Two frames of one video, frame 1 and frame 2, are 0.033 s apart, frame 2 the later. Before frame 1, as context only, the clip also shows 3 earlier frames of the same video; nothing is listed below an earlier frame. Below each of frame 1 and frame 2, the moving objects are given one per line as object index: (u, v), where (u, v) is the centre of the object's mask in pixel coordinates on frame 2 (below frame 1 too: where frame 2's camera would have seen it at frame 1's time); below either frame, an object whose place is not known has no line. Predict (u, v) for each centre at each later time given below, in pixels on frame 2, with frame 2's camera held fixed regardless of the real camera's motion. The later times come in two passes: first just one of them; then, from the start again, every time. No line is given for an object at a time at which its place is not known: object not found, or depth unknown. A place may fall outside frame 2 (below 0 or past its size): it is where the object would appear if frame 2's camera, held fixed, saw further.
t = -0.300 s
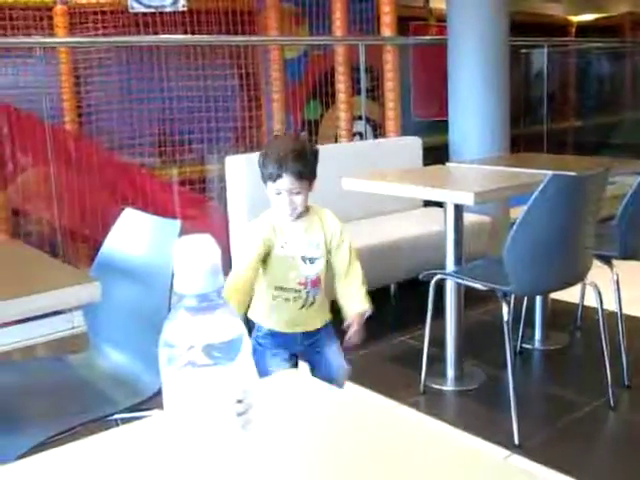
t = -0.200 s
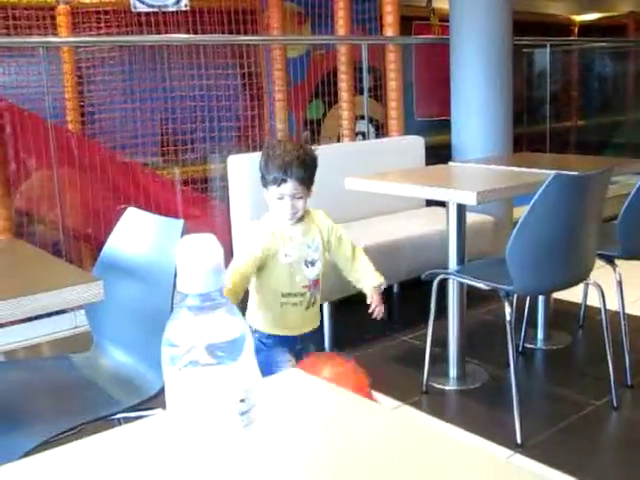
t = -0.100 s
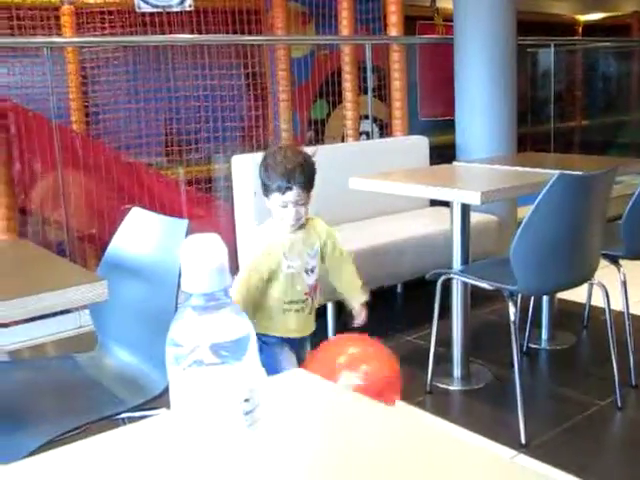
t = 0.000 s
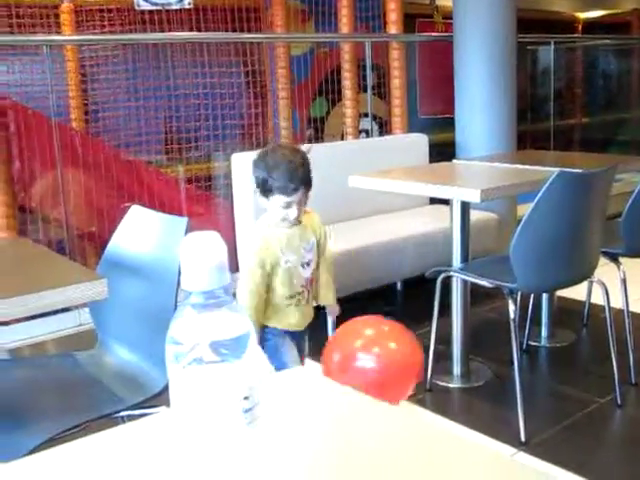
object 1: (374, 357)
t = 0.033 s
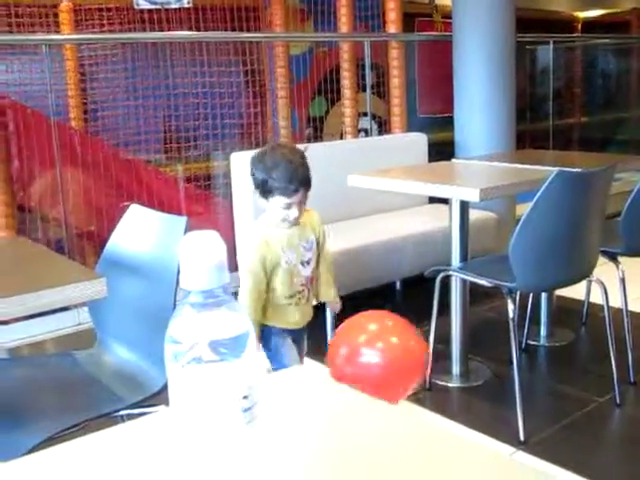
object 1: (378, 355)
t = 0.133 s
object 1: (396, 349)
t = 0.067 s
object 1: (385, 353)
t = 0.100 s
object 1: (390, 351)
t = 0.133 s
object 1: (396, 349)
